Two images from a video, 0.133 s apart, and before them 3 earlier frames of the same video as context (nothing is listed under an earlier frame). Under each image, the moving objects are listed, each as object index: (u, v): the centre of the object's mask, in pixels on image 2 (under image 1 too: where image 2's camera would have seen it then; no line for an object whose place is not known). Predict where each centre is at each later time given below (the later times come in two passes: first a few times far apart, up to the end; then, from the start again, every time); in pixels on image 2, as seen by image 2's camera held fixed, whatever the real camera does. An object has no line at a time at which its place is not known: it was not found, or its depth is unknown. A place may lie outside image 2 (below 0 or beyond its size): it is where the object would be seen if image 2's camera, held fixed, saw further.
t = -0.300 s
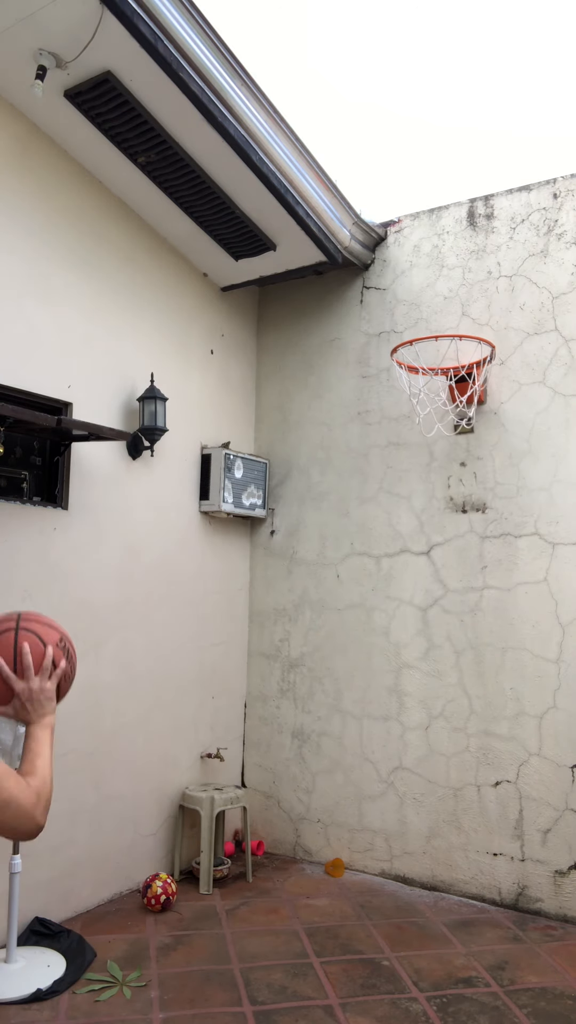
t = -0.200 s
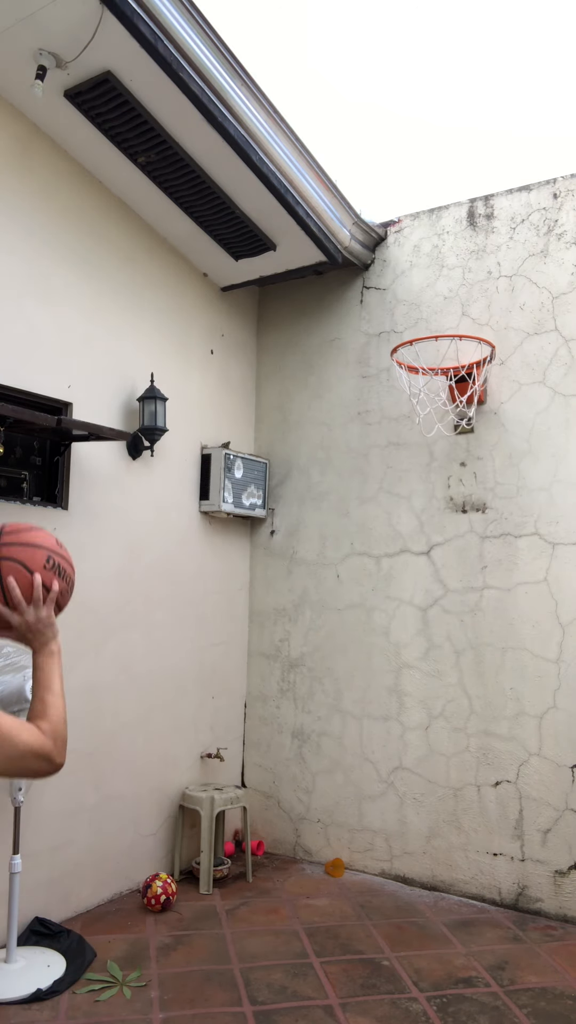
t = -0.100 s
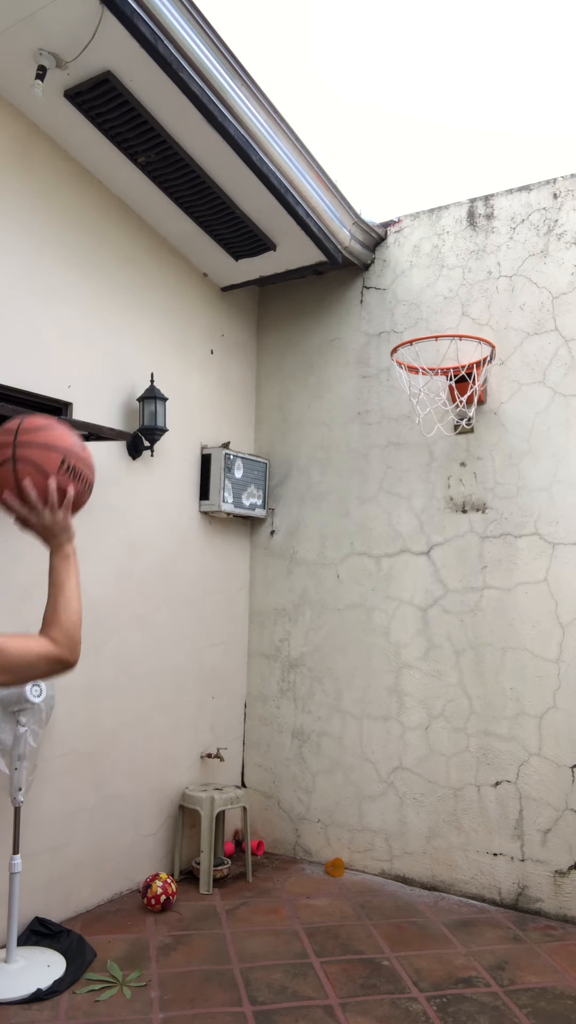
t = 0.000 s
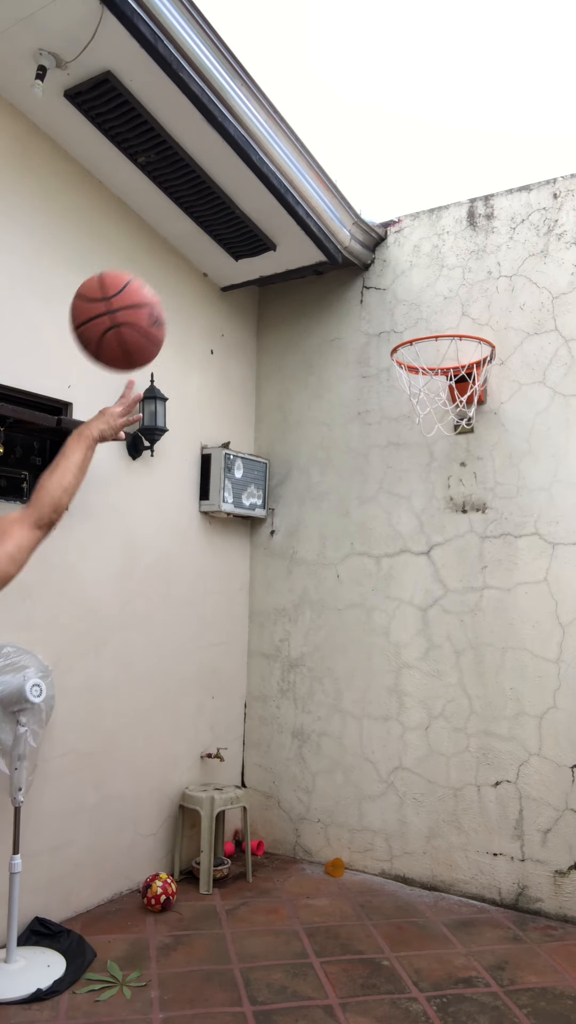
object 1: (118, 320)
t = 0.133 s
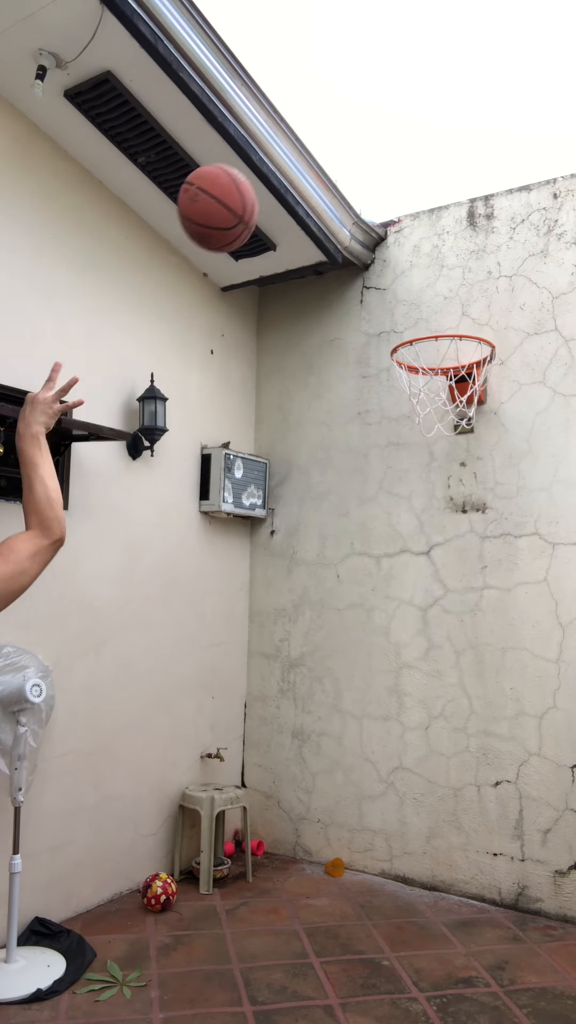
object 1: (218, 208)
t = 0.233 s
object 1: (273, 175)
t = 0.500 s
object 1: (378, 220)
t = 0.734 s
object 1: (433, 328)
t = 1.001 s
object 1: (462, 410)
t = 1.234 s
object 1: (484, 493)
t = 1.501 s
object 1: (512, 731)
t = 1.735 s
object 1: (517, 798)
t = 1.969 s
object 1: (500, 632)
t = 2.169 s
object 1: (485, 586)
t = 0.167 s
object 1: (237, 194)
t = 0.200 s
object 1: (256, 183)
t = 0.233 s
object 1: (273, 175)
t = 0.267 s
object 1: (289, 172)
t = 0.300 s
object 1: (304, 171)
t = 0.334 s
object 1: (318, 174)
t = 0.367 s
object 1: (331, 179)
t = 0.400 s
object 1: (344, 186)
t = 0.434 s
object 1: (355, 195)
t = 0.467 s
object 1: (367, 207)
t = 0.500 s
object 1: (378, 220)
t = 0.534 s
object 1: (388, 235)
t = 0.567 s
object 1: (397, 251)
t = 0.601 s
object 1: (406, 270)
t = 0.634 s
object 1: (415, 290)
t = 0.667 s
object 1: (423, 310)
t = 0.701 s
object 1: (428, 319)
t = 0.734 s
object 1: (433, 328)
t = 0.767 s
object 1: (437, 338)
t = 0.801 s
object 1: (442, 352)
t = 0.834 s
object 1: (445, 364)
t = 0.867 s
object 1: (449, 380)
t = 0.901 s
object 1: (451, 396)
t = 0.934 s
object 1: (457, 405)
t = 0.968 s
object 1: (459, 408)
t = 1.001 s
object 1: (462, 410)
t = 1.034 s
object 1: (465, 417)
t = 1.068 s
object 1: (469, 423)
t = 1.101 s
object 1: (472, 433)
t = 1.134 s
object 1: (475, 445)
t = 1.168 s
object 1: (478, 458)
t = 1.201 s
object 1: (481, 474)
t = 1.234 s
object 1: (484, 493)
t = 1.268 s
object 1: (487, 514)
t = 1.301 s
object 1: (490, 537)
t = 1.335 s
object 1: (494, 563)
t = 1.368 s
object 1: (497, 592)
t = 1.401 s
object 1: (501, 623)
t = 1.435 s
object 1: (505, 657)
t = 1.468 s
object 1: (508, 693)
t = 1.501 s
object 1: (512, 731)
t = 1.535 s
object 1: (515, 773)
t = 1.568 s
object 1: (519, 817)
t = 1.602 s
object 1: (522, 864)
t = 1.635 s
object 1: (524, 906)
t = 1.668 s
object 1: (521, 866)
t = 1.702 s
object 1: (519, 831)
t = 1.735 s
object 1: (517, 798)
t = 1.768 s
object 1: (514, 767)
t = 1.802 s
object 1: (512, 738)
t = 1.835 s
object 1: (510, 712)
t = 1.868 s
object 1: (507, 688)
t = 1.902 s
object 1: (505, 667)
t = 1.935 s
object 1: (502, 649)
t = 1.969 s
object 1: (500, 632)
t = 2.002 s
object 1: (498, 618)
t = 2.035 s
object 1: (495, 607)
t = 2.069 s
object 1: (493, 598)
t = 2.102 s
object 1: (490, 592)
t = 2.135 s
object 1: (488, 588)
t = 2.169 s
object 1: (485, 586)
